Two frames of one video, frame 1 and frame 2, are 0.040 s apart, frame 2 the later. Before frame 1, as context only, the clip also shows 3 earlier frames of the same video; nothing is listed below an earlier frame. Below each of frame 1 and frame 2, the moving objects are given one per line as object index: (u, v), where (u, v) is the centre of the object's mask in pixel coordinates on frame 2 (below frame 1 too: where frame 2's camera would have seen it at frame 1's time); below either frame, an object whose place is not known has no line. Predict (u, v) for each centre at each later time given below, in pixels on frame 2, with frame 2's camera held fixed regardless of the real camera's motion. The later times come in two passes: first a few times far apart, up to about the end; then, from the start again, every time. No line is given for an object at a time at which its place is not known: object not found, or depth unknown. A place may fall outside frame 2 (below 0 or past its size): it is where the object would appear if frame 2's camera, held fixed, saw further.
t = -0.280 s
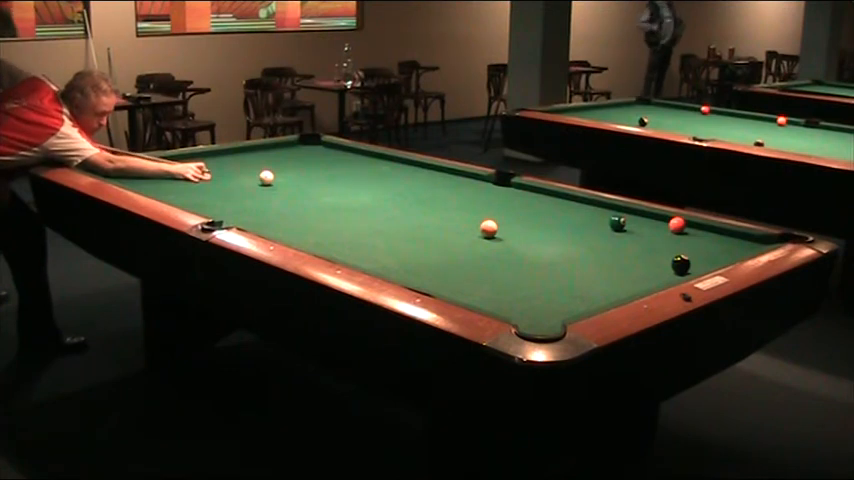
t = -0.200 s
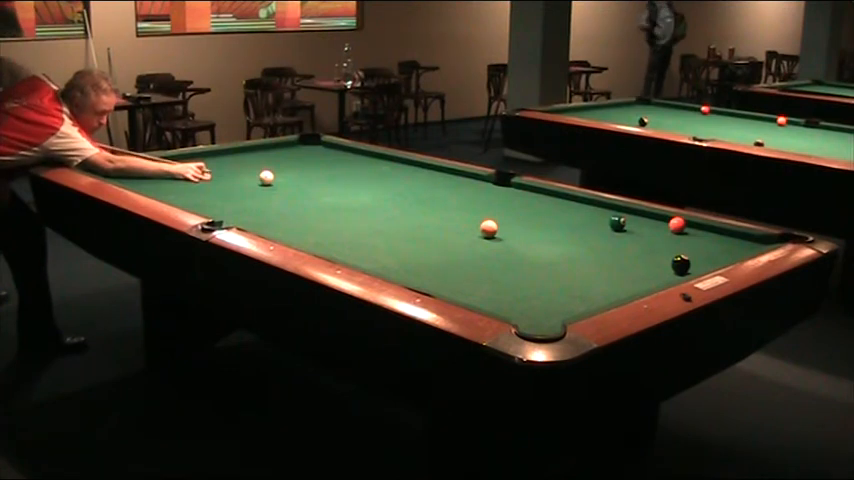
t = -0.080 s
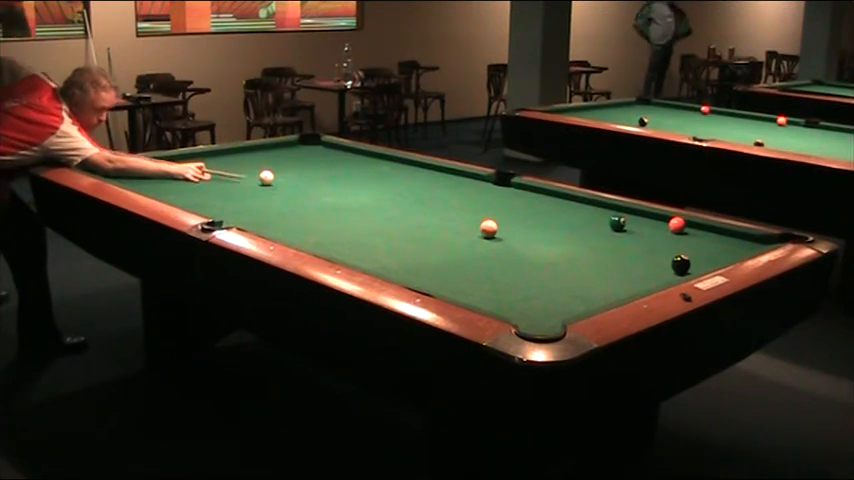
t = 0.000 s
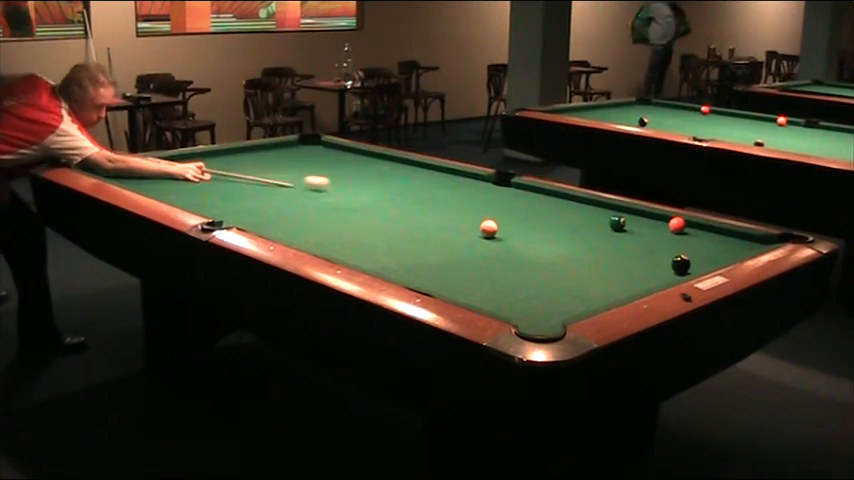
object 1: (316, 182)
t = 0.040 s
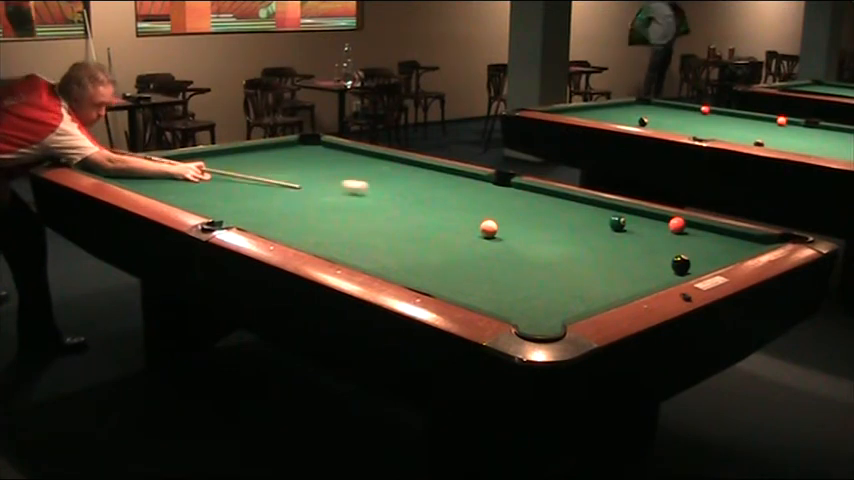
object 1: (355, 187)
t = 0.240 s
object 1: (548, 208)
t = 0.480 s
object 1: (669, 219)
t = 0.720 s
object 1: (642, 218)
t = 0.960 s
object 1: (614, 213)
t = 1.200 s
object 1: (591, 217)
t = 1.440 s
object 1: (566, 218)
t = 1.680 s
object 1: (544, 217)
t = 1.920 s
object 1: (522, 217)
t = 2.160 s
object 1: (502, 217)
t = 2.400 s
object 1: (482, 216)
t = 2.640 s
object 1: (464, 217)
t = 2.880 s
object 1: (448, 217)
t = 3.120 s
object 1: (433, 217)
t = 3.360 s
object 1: (419, 217)
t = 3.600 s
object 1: (406, 217)
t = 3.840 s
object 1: (394, 217)
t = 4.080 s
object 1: (384, 217)
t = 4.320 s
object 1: (375, 217)
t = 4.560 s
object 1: (368, 217)
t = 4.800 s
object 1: (362, 218)
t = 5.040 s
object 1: (357, 218)
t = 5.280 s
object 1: (353, 218)
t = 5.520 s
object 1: (351, 218)
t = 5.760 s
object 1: (350, 218)
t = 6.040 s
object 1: (351, 218)
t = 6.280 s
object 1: (351, 218)
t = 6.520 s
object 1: (351, 218)
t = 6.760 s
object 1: (351, 218)
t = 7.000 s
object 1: (351, 218)
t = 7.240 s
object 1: (351, 218)
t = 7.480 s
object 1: (351, 218)
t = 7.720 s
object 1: (351, 217)
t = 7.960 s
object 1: (351, 218)
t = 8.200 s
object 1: (351, 218)
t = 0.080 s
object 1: (394, 191)
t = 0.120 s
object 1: (432, 195)
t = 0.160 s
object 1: (471, 200)
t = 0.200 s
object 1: (510, 204)
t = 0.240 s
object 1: (548, 208)
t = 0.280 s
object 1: (587, 213)
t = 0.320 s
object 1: (628, 216)
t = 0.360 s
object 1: (661, 221)
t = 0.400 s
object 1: (665, 220)
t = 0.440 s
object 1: (669, 219)
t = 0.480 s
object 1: (669, 219)
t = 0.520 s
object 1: (664, 219)
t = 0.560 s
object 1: (660, 219)
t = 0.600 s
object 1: (655, 218)
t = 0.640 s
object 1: (651, 218)
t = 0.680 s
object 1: (646, 218)
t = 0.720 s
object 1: (642, 218)
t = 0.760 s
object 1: (638, 218)
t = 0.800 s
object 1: (634, 218)
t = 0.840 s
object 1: (630, 217)
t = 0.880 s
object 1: (626, 216)
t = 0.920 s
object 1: (622, 215)
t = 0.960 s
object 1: (614, 213)
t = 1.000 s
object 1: (609, 215)
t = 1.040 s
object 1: (606, 217)
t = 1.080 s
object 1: (602, 217)
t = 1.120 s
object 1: (599, 217)
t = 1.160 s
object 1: (595, 217)
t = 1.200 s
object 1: (591, 217)
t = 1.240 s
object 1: (587, 217)
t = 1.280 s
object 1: (583, 217)
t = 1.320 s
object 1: (579, 217)
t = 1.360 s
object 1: (575, 217)
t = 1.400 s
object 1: (571, 217)
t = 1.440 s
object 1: (566, 218)
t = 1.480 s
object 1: (563, 217)
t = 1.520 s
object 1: (559, 217)
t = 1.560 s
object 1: (555, 217)
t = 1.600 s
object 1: (551, 217)
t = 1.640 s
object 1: (548, 217)
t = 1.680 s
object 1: (544, 217)
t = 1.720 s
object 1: (540, 217)
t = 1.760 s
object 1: (537, 217)
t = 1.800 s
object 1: (533, 217)
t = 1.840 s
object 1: (529, 217)
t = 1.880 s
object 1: (526, 217)
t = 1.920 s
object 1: (522, 217)
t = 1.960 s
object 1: (519, 217)
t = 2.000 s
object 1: (516, 217)
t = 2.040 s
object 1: (512, 217)
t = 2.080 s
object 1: (509, 217)
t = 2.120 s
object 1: (506, 217)
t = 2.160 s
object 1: (502, 217)
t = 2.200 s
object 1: (499, 216)
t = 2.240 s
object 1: (496, 216)
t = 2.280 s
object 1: (493, 215)
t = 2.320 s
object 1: (489, 215)
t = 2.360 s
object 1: (485, 215)
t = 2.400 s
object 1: (482, 216)
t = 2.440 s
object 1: (479, 216)
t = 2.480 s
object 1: (476, 217)
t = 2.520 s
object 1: (473, 217)
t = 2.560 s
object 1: (470, 217)
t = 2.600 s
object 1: (467, 217)
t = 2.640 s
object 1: (464, 217)
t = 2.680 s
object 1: (462, 217)
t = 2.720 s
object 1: (459, 217)
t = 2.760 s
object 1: (457, 217)
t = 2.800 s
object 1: (454, 217)
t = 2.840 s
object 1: (451, 217)
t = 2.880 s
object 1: (448, 217)
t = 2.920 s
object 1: (445, 217)
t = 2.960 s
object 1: (443, 217)
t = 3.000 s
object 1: (440, 217)
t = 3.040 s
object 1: (438, 217)
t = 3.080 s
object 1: (436, 217)
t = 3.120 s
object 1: (433, 217)
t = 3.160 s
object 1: (431, 217)
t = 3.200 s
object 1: (428, 217)
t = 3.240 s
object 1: (426, 217)
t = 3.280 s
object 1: (423, 217)
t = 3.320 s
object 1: (421, 217)
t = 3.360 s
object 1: (419, 217)
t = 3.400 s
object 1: (416, 217)
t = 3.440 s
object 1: (415, 217)
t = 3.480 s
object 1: (412, 217)
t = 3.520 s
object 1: (410, 217)
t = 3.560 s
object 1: (408, 217)
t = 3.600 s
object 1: (406, 217)
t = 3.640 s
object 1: (404, 217)
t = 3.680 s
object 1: (402, 217)
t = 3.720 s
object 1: (400, 217)
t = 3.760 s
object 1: (398, 217)
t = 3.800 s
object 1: (396, 217)
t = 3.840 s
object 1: (394, 217)
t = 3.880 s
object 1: (393, 217)
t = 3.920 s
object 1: (391, 217)
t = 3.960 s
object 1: (389, 217)
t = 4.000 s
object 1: (388, 217)
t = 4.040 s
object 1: (386, 217)
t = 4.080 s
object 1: (384, 217)
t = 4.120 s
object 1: (383, 217)
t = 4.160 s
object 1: (381, 217)
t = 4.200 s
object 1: (380, 217)
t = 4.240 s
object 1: (378, 217)
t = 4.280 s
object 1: (377, 217)
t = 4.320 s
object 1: (375, 217)
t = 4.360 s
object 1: (374, 217)
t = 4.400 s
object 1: (373, 217)
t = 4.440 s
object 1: (371, 217)
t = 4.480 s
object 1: (370, 217)
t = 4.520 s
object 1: (369, 217)
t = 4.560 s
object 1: (368, 217)
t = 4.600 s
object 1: (367, 217)
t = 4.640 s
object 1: (366, 217)
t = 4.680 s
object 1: (364, 218)
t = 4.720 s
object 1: (363, 218)
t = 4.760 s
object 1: (363, 217)
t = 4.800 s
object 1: (362, 218)
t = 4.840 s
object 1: (360, 217)
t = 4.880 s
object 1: (360, 218)
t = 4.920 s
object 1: (359, 218)
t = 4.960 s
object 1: (358, 218)
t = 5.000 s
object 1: (358, 218)
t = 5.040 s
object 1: (357, 218)
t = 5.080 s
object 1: (356, 218)
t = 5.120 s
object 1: (356, 218)
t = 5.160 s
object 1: (355, 218)
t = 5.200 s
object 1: (354, 218)
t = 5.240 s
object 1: (354, 218)
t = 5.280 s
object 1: (353, 218)
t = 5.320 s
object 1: (353, 218)
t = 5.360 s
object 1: (352, 218)
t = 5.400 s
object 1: (352, 218)
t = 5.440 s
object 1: (352, 218)
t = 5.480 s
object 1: (351, 218)
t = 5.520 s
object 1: (351, 218)
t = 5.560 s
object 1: (351, 218)
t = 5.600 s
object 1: (350, 218)
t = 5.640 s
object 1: (350, 218)
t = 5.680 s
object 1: (350, 218)
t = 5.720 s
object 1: (350, 218)
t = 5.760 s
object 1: (350, 218)
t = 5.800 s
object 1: (350, 218)
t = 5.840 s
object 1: (350, 218)
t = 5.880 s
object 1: (350, 218)
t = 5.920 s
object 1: (350, 218)
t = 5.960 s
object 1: (350, 218)
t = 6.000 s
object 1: (351, 218)
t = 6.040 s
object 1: (351, 218)
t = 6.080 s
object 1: (351, 218)
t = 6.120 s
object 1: (351, 218)
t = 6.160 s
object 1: (351, 218)
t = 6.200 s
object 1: (351, 218)
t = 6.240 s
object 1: (351, 218)
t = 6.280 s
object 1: (351, 218)
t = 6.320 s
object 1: (351, 218)
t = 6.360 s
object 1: (351, 218)
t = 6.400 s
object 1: (351, 218)
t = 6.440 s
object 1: (351, 218)
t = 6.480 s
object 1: (351, 218)
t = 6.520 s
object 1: (351, 218)
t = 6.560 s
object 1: (351, 218)
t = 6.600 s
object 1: (351, 218)
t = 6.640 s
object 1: (351, 218)
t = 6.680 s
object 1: (351, 218)
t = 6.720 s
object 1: (351, 218)
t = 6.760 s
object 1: (351, 218)
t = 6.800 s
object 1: (351, 218)
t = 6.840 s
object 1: (351, 218)
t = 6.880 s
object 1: (351, 218)
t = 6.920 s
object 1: (351, 218)
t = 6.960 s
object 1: (351, 218)
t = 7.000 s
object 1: (351, 218)
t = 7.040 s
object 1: (351, 218)
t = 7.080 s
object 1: (351, 218)
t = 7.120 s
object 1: (351, 218)
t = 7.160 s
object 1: (351, 218)
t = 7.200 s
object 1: (351, 218)
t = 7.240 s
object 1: (351, 218)
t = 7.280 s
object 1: (351, 218)
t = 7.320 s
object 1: (351, 218)
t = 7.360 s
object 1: (351, 218)
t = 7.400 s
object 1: (351, 217)
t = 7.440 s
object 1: (351, 218)
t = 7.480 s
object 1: (351, 218)
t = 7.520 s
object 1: (351, 218)
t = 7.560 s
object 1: (351, 218)
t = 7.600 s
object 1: (351, 218)
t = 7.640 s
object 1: (351, 218)
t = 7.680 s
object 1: (351, 218)
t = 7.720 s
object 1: (351, 217)
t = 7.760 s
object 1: (351, 218)
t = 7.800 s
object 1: (351, 218)
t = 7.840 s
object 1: (351, 218)
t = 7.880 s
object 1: (351, 218)
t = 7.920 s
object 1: (351, 218)
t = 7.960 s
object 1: (351, 218)
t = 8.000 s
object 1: (351, 218)
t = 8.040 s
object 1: (351, 218)
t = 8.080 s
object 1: (351, 218)
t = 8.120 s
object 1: (350, 218)
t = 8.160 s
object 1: (351, 218)
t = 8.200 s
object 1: (351, 218)
